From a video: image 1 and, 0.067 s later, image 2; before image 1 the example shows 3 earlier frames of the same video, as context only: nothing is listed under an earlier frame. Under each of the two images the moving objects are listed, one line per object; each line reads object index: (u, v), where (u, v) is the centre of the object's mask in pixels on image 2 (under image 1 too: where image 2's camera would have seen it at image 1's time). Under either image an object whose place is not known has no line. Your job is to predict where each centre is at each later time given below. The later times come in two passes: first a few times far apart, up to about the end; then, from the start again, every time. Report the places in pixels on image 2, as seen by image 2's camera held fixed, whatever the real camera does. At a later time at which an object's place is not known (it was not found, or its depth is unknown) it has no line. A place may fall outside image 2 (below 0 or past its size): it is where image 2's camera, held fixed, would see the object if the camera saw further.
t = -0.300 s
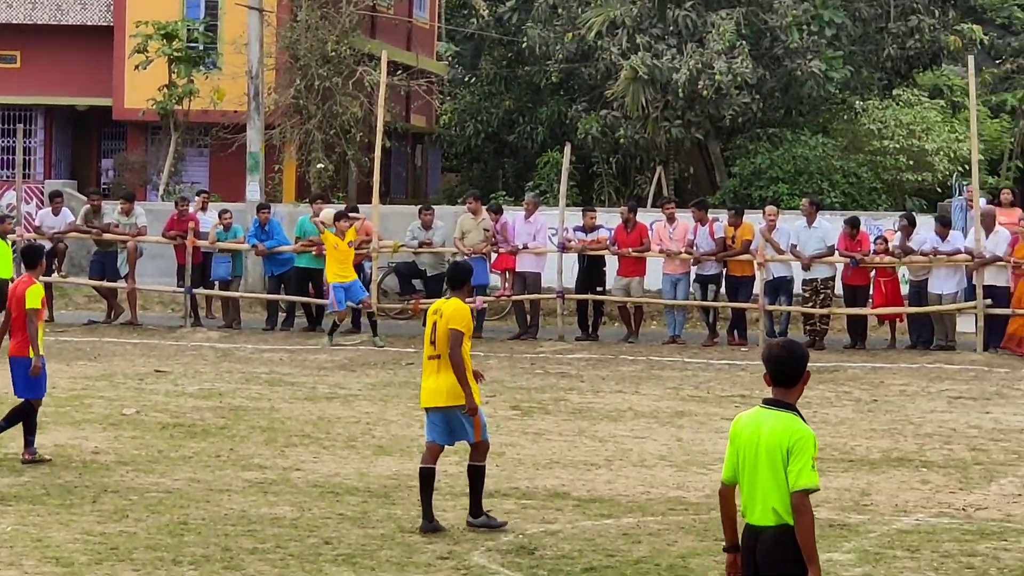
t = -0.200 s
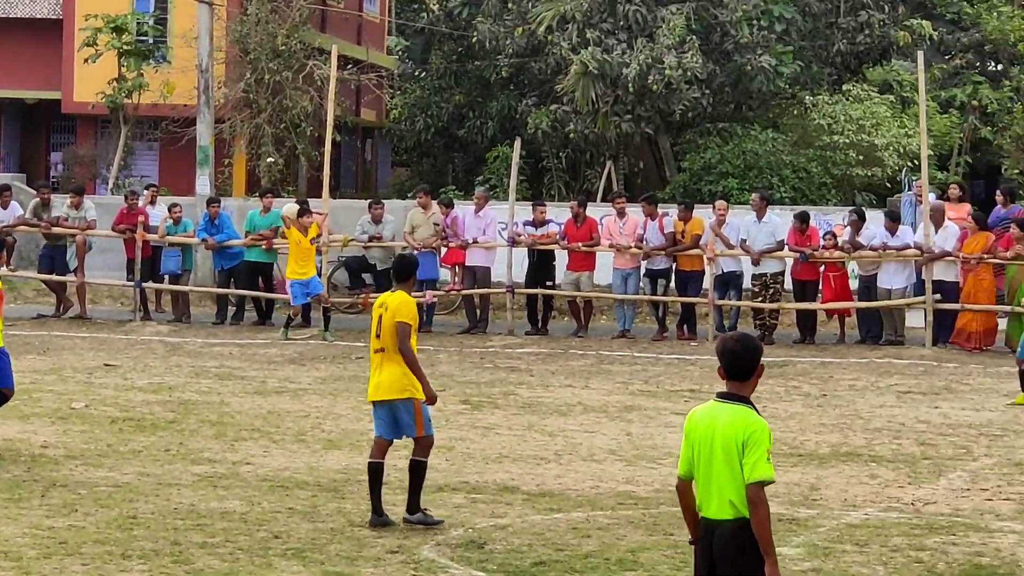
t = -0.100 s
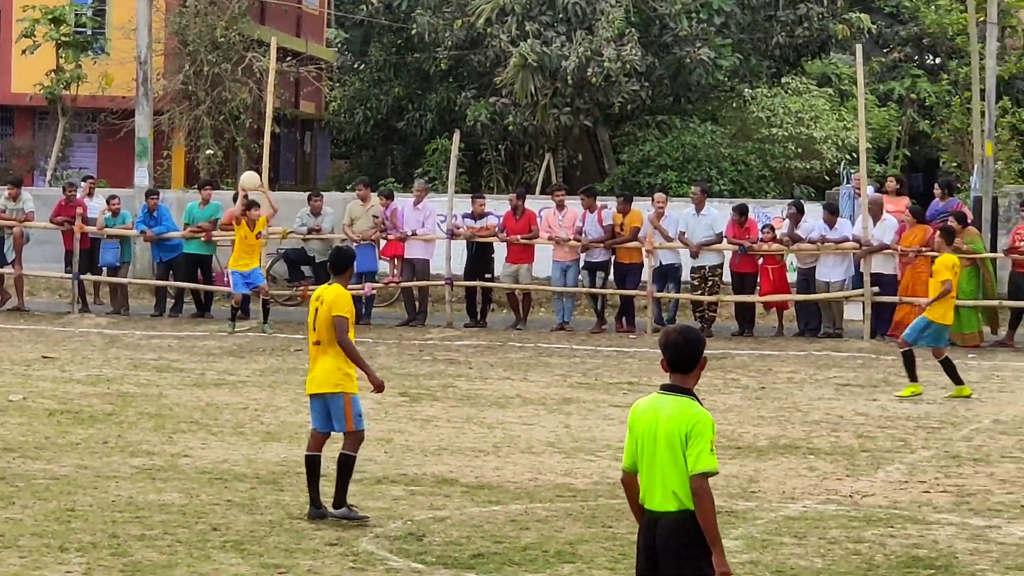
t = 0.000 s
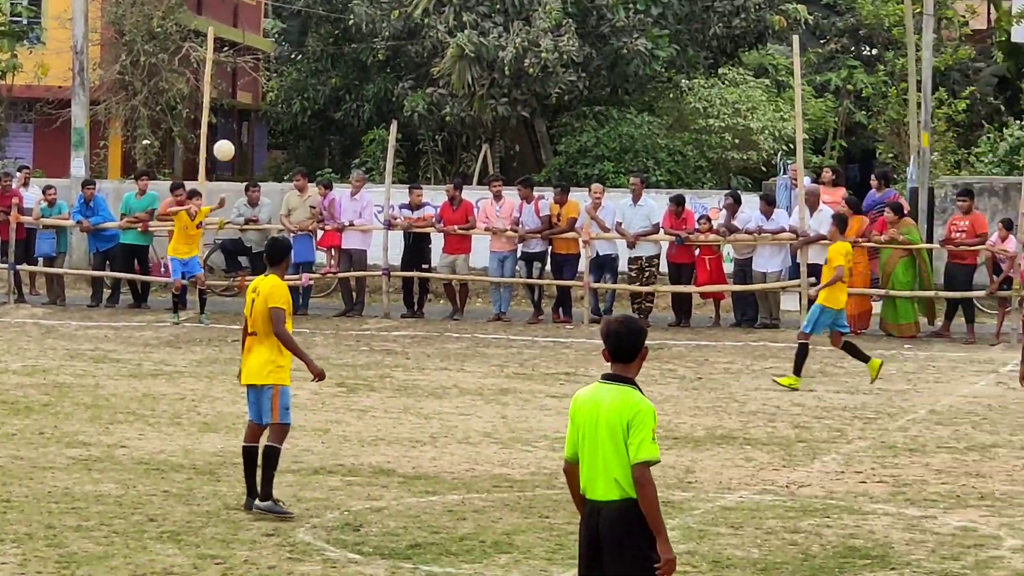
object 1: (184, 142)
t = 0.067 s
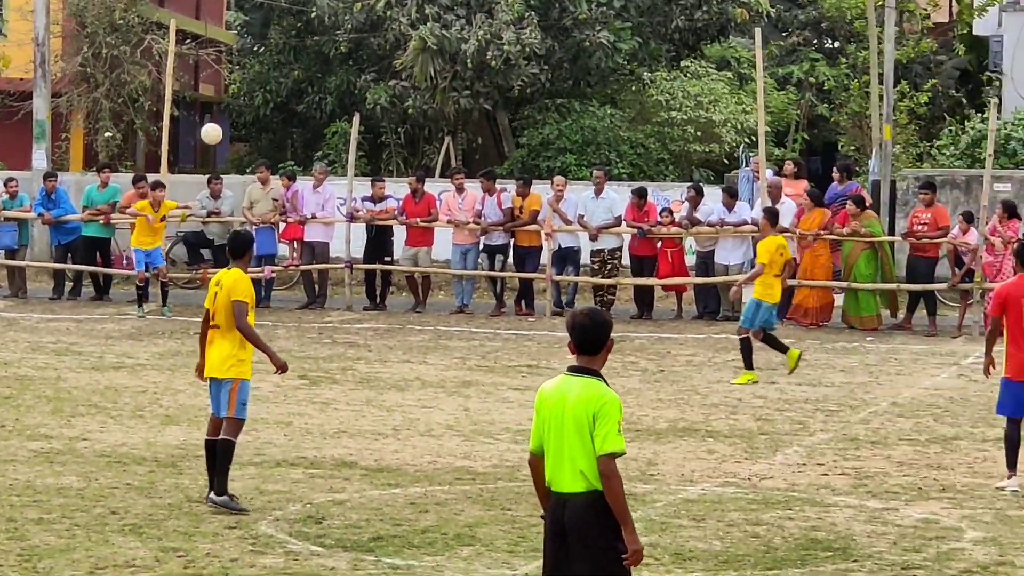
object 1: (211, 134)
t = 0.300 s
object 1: (305, 135)
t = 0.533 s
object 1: (399, 180)
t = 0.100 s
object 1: (225, 131)
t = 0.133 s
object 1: (238, 130)
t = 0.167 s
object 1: (252, 129)
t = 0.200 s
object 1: (266, 129)
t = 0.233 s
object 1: (279, 130)
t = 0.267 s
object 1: (292, 132)
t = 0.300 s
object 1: (305, 135)
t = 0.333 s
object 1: (319, 138)
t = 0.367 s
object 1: (332, 143)
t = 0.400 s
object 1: (345, 148)
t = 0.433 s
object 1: (359, 155)
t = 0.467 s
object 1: (372, 162)
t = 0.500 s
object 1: (386, 170)
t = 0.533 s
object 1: (399, 180)
